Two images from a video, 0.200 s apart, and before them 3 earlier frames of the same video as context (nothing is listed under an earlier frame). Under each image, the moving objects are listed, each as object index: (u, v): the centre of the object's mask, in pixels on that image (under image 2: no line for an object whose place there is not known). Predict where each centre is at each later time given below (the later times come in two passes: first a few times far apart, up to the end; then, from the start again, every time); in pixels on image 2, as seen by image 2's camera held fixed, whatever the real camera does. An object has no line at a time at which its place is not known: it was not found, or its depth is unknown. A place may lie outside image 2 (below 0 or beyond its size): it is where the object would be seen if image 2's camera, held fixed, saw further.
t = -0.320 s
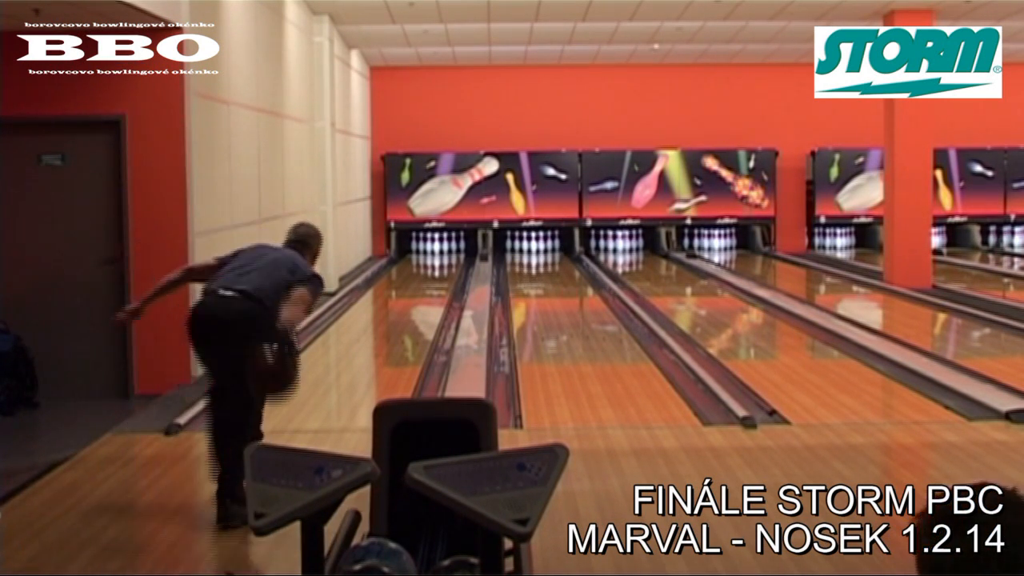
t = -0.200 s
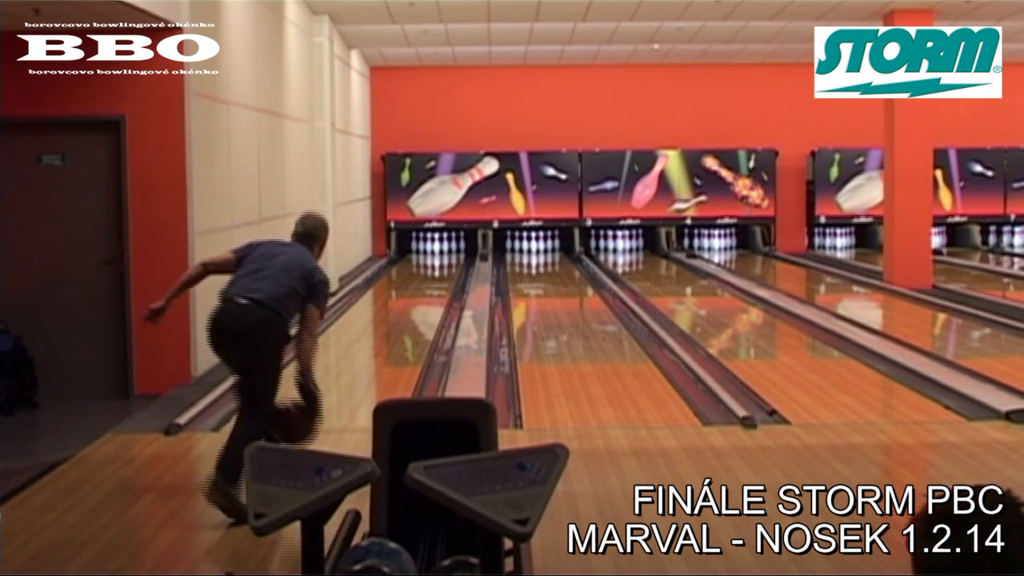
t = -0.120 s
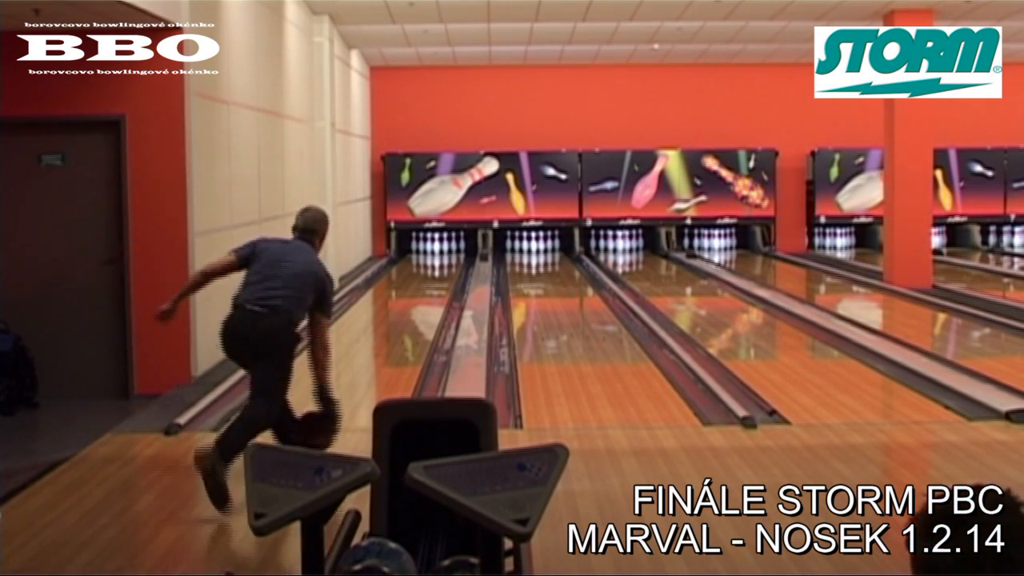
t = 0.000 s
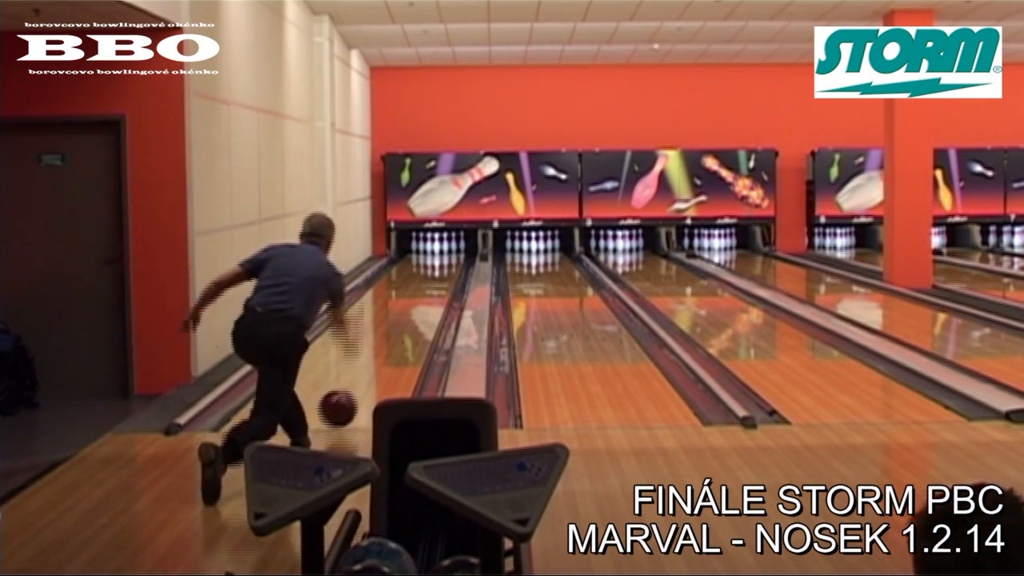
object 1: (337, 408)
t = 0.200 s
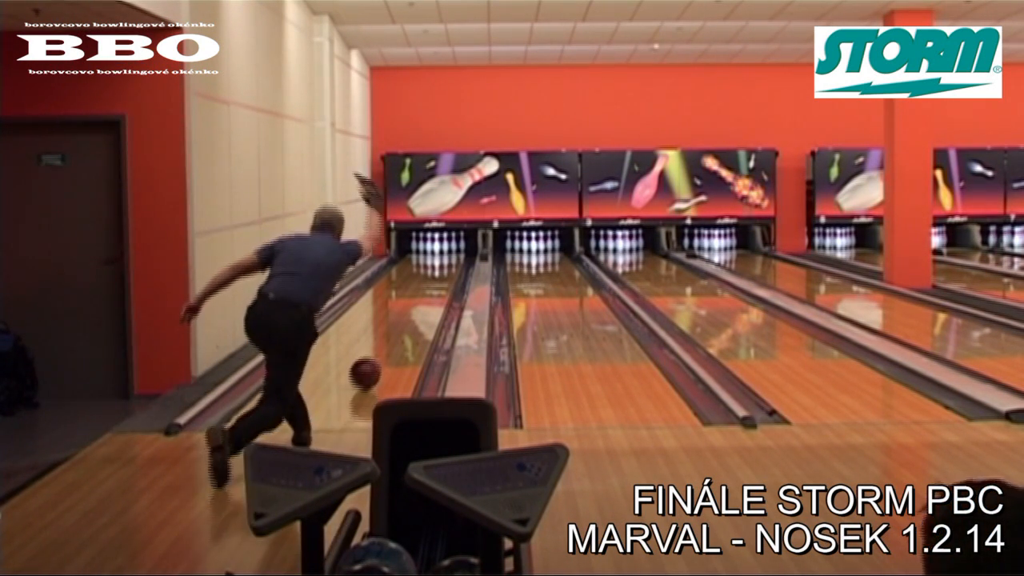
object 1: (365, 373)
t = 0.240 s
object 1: (370, 367)
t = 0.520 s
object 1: (393, 331)
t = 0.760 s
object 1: (407, 309)
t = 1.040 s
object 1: (418, 291)
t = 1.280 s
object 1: (425, 278)
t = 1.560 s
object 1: (430, 267)
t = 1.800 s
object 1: (434, 260)
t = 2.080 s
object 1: (435, 252)
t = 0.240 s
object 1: (370, 367)
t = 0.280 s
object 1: (374, 360)
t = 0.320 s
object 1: (377, 354)
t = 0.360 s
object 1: (381, 349)
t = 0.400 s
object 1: (383, 346)
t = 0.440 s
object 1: (388, 340)
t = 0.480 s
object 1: (390, 335)
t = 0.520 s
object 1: (393, 331)
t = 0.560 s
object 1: (395, 327)
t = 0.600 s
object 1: (398, 323)
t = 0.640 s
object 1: (400, 319)
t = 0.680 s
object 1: (402, 316)
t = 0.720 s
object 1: (405, 313)
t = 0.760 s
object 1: (407, 309)
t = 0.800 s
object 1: (410, 306)
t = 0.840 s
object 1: (410, 304)
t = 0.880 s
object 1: (412, 301)
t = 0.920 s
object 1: (414, 298)
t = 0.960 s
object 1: (415, 296)
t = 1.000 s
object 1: (416, 293)
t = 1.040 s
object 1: (418, 291)
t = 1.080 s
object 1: (419, 289)
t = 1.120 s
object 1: (420, 288)
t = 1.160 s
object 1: (422, 285)
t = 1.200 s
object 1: (422, 283)
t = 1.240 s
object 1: (423, 281)
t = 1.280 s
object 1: (425, 278)
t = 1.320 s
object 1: (426, 276)
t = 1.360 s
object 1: (426, 276)
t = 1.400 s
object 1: (428, 273)
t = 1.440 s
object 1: (429, 272)
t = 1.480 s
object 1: (429, 270)
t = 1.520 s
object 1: (431, 269)
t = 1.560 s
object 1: (430, 267)
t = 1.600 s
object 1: (431, 266)
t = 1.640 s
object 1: (431, 264)
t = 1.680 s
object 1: (432, 263)
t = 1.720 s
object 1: (433, 262)
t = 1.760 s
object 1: (433, 261)
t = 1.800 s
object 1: (434, 260)
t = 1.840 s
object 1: (434, 259)
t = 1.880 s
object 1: (435, 258)
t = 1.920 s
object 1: (435, 256)
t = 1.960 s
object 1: (435, 256)
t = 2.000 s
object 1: (435, 254)
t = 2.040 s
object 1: (435, 253)
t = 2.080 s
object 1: (435, 252)
